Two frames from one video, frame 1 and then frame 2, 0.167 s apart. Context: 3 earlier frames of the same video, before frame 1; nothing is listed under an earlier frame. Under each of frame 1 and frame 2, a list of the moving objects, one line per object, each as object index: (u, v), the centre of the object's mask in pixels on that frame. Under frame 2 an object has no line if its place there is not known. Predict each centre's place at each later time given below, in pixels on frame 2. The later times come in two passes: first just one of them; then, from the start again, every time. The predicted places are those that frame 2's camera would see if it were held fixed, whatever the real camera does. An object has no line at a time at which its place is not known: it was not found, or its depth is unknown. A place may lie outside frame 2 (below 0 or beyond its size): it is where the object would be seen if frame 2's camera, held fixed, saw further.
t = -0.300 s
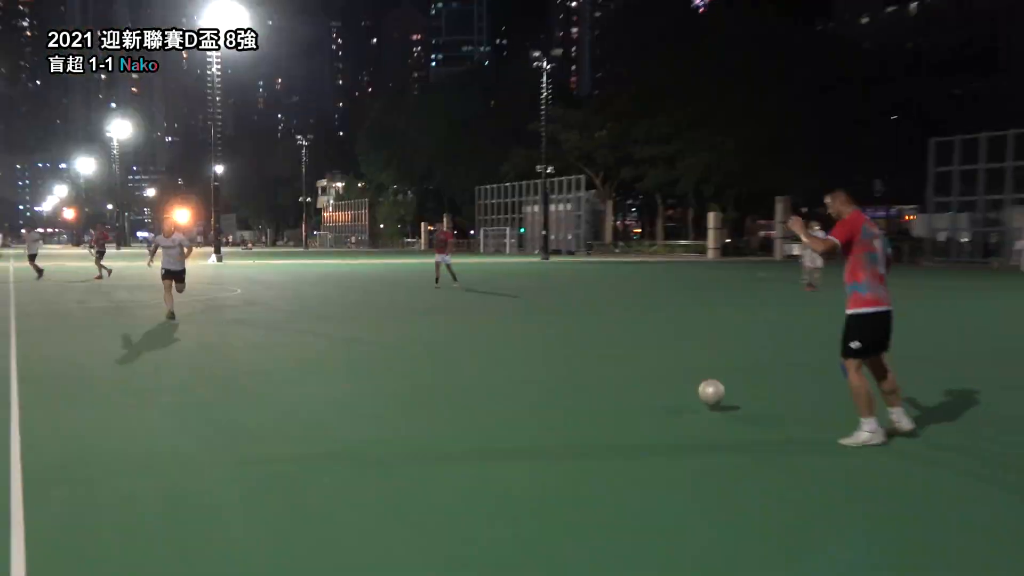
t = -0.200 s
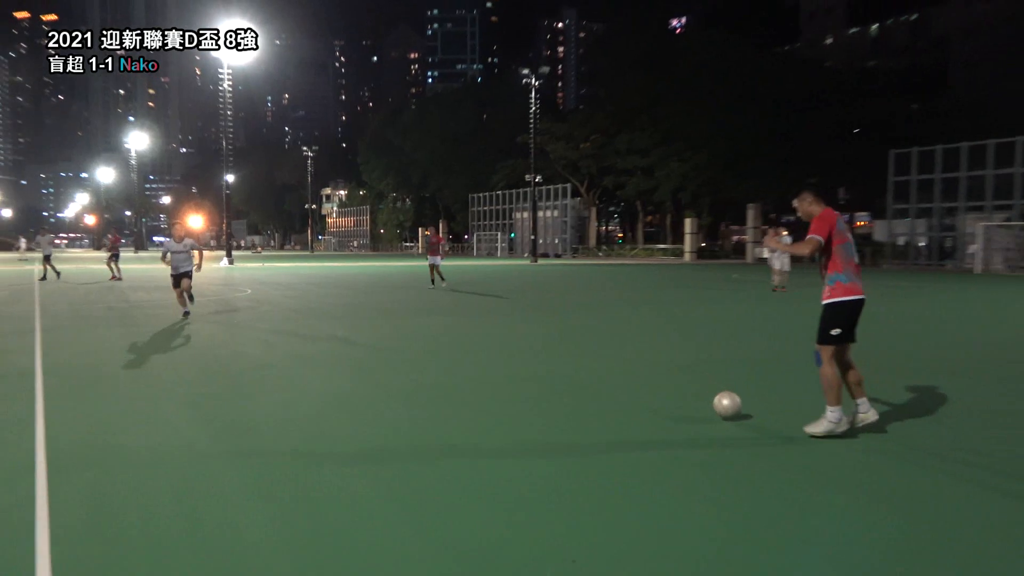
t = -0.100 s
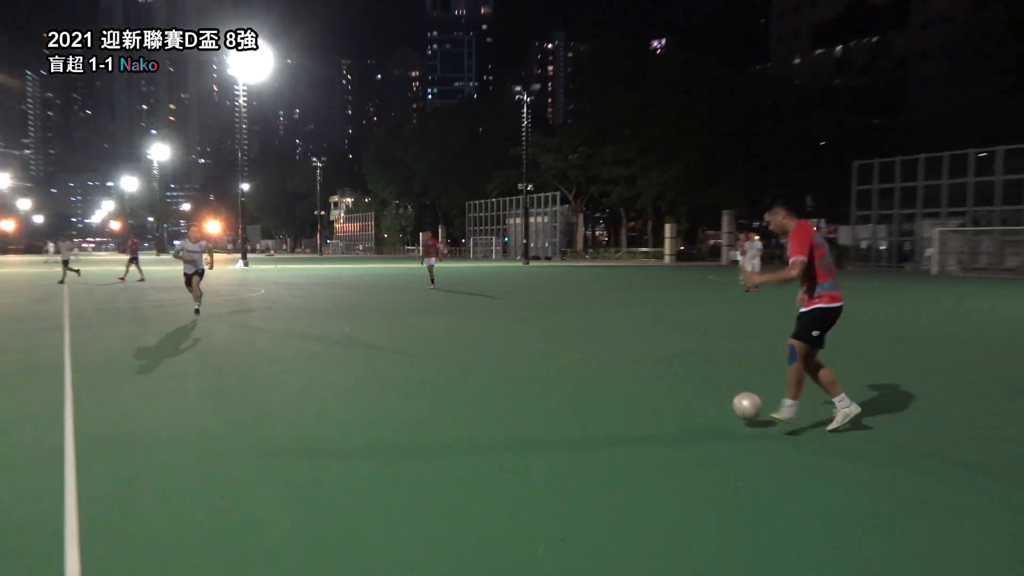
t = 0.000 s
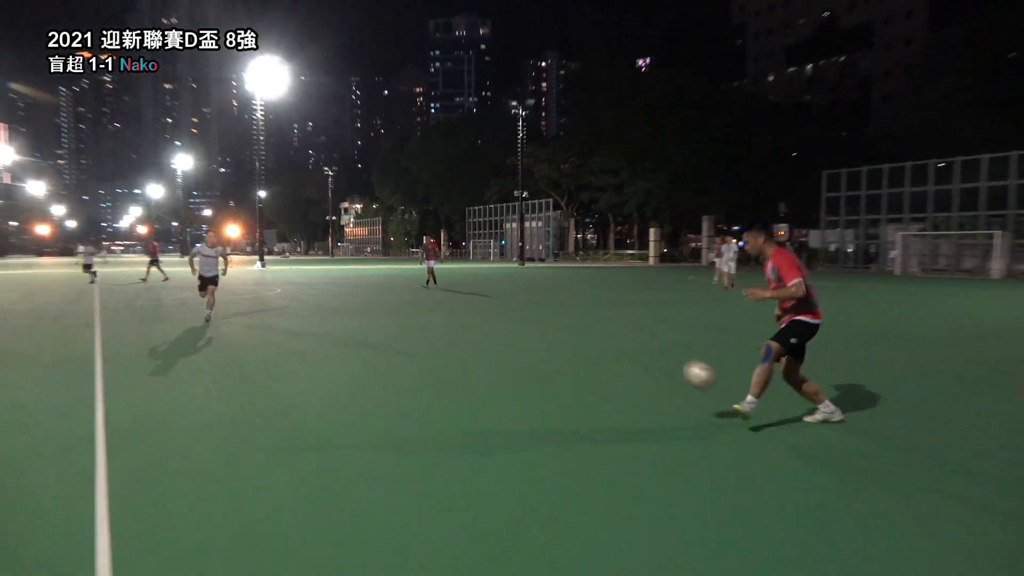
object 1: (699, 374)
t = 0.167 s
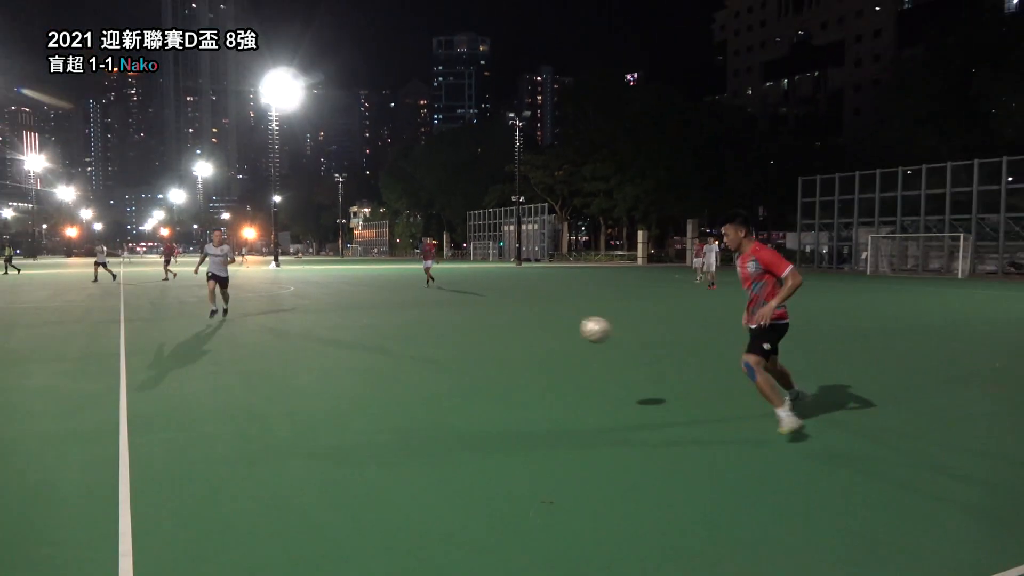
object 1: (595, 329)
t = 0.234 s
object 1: (563, 324)
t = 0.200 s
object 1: (579, 326)
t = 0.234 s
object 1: (563, 324)
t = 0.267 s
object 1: (545, 322)
